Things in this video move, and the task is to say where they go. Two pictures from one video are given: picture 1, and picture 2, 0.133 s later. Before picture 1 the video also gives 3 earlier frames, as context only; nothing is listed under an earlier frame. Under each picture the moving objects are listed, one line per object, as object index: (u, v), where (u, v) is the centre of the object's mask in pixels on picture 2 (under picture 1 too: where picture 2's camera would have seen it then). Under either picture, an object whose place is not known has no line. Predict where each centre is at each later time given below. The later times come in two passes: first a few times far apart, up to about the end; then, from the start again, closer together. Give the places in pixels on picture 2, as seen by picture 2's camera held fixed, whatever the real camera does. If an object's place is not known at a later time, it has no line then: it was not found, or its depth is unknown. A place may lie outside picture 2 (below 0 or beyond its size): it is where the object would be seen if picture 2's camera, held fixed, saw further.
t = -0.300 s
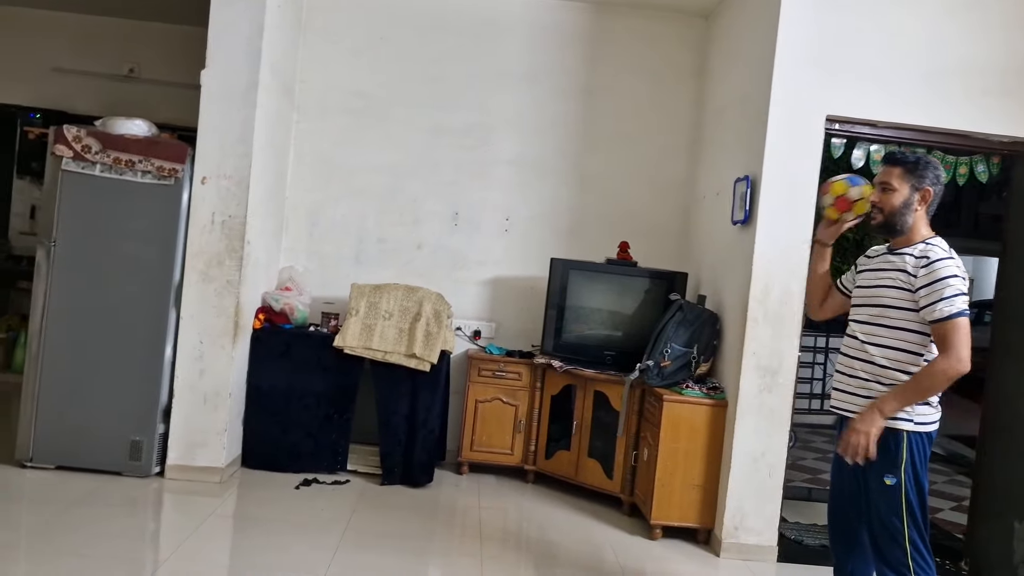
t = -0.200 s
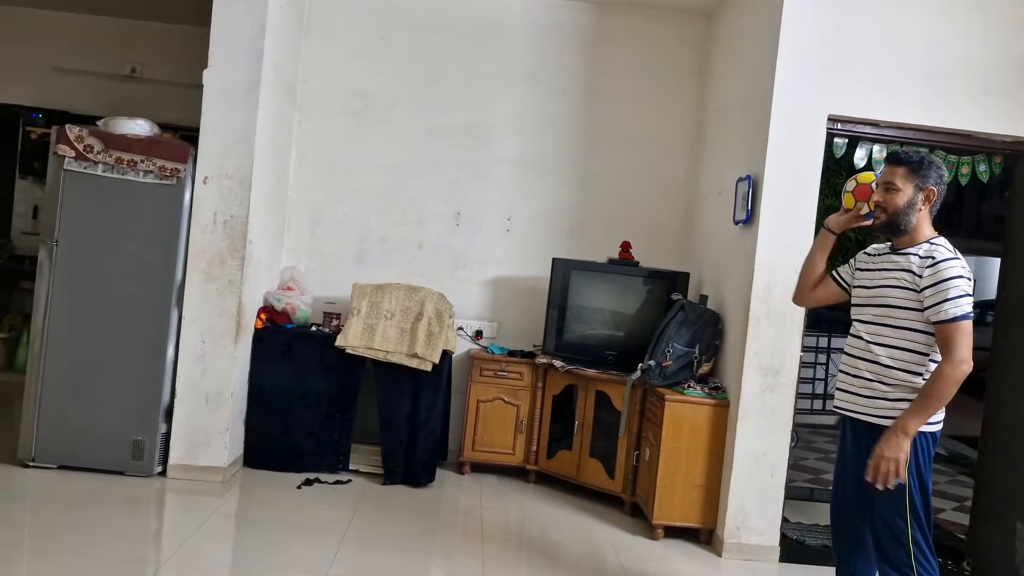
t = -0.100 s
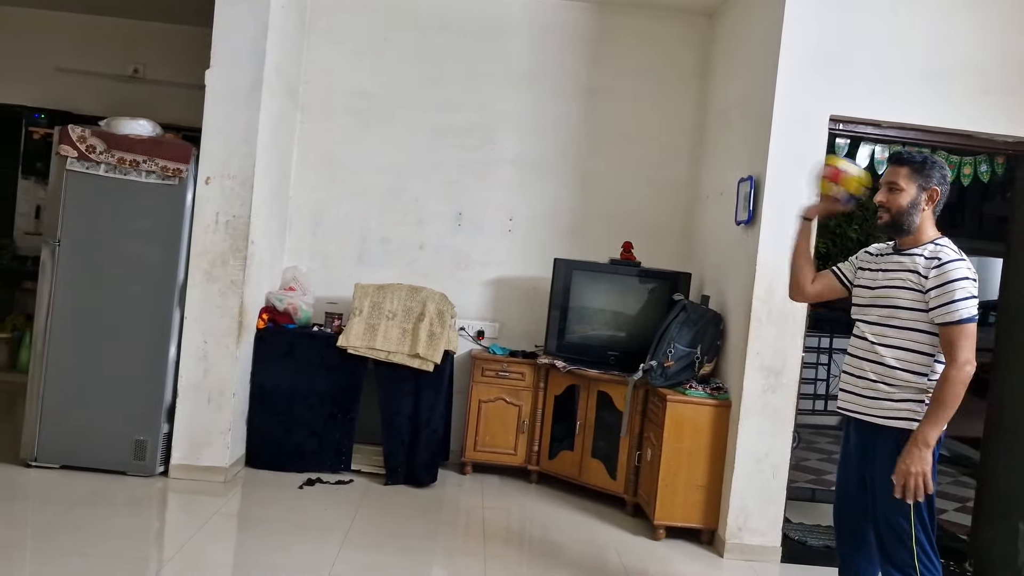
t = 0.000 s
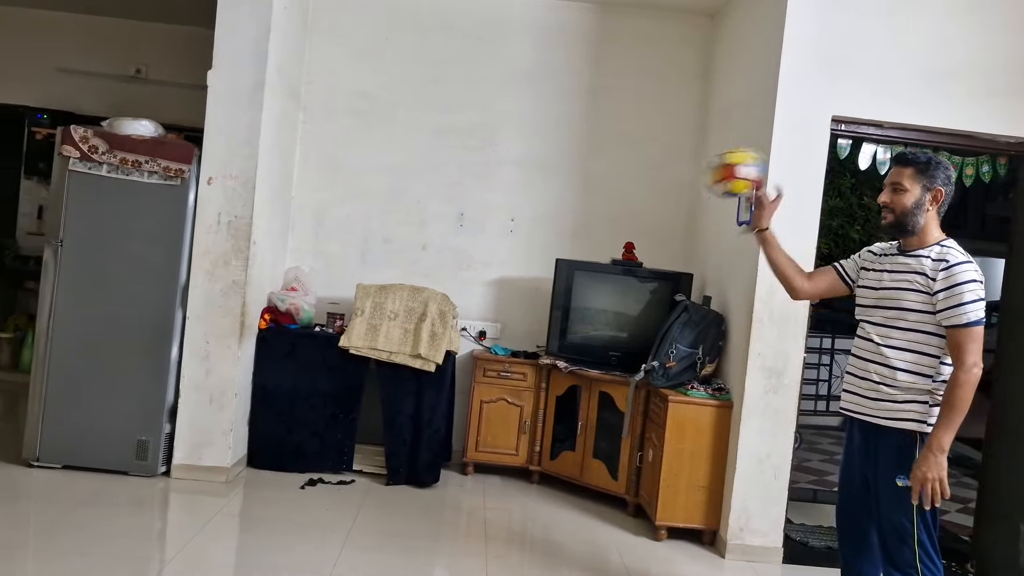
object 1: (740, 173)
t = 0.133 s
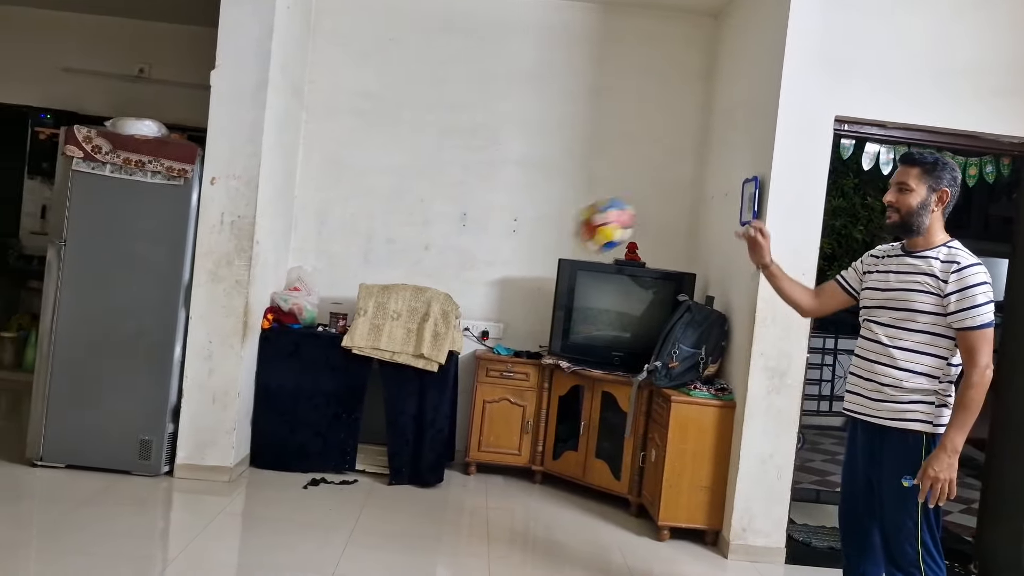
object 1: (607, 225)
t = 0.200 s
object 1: (534, 273)
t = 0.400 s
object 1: (324, 493)
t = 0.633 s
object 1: (149, 537)
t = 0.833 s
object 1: (60, 464)
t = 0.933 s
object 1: (9, 475)
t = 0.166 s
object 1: (572, 246)
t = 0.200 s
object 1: (534, 273)
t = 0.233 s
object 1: (502, 298)
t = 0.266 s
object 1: (466, 336)
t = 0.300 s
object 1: (425, 374)
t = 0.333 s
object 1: (391, 409)
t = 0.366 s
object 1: (357, 450)
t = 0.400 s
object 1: (324, 493)
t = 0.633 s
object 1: (149, 537)
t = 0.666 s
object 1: (137, 515)
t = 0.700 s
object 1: (124, 500)
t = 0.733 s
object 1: (109, 485)
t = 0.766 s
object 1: (91, 474)
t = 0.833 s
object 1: (60, 464)
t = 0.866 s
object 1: (43, 464)
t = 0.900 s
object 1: (27, 468)
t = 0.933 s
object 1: (9, 475)
